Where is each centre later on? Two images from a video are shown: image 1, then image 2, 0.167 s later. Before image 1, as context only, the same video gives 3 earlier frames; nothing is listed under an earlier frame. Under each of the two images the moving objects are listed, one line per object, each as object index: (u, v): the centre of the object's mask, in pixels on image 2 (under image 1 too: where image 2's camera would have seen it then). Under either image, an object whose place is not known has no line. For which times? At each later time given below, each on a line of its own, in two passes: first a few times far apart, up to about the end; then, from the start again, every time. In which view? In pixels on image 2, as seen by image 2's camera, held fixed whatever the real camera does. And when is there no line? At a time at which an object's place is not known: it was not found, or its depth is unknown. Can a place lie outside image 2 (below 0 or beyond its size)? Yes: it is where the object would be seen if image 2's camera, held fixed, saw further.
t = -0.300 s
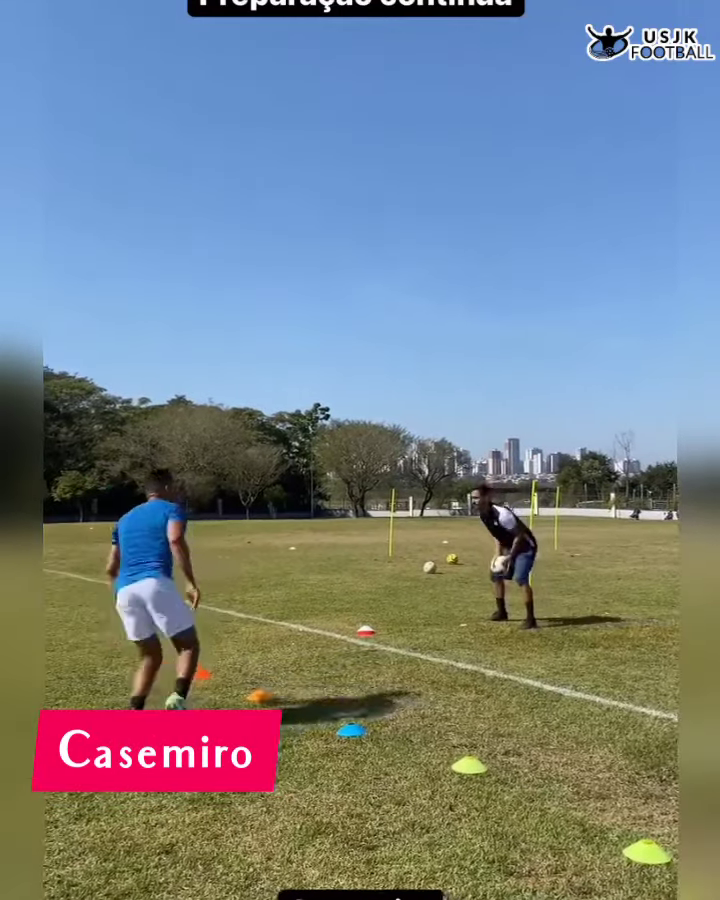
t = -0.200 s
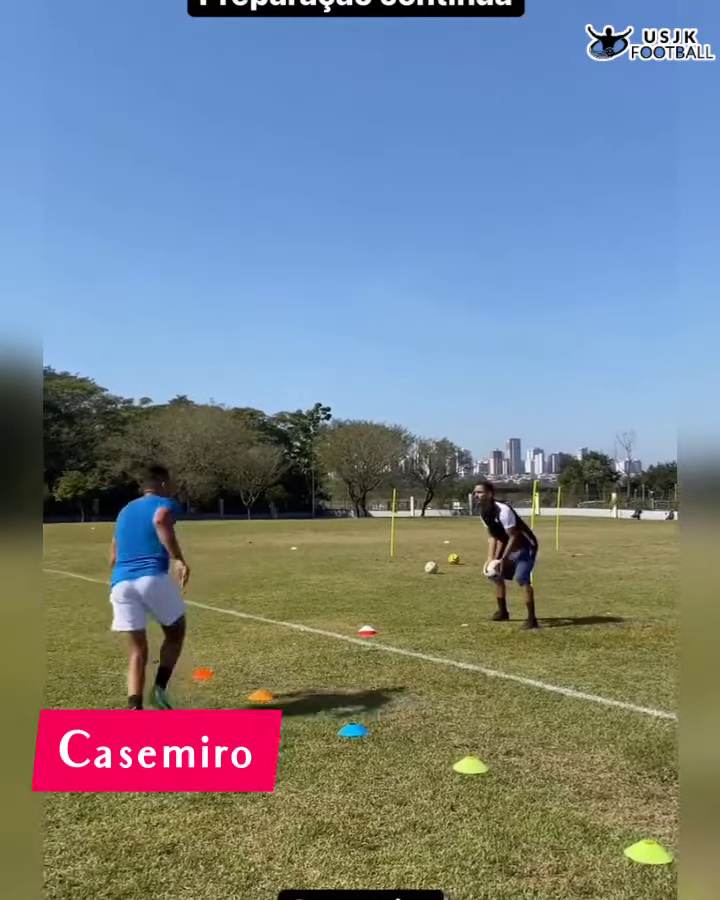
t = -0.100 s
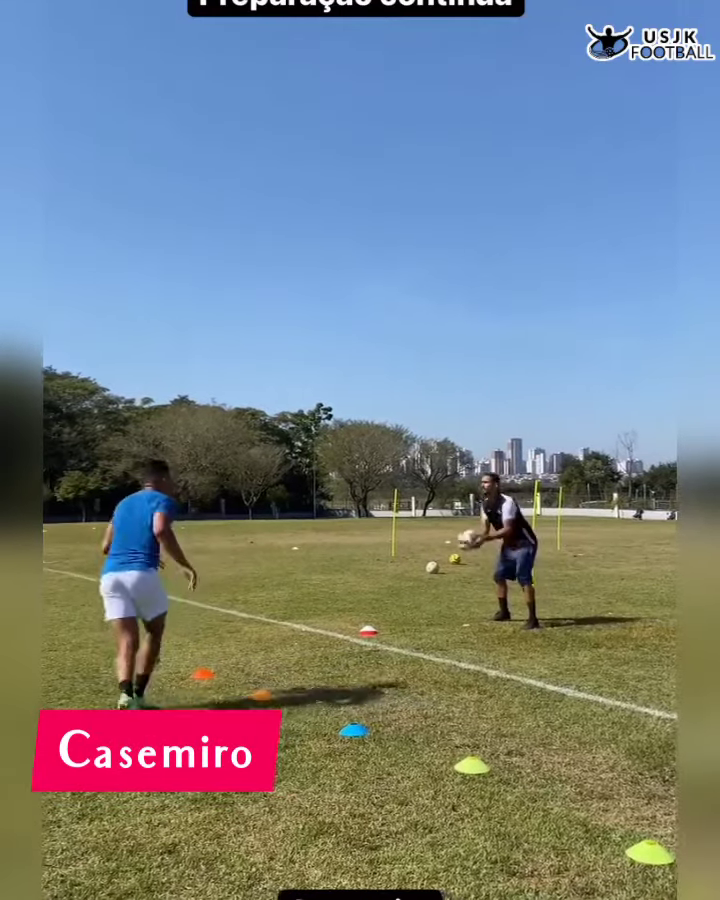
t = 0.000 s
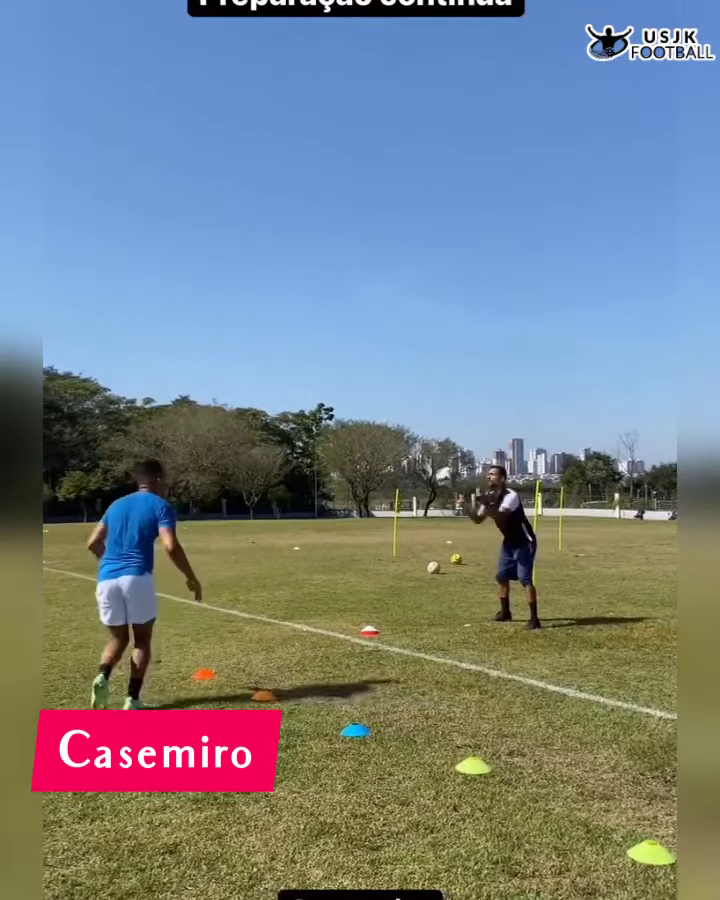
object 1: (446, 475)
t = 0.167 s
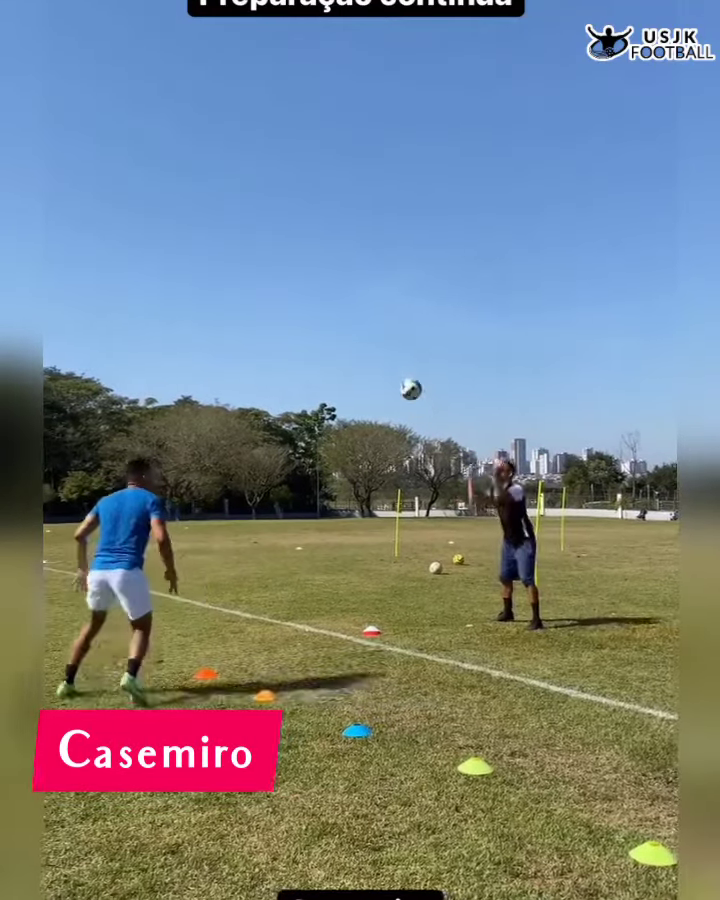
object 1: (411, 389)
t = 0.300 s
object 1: (381, 335)
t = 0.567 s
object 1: (318, 274)
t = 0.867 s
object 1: (240, 288)
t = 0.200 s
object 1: (404, 374)
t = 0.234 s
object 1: (396, 360)
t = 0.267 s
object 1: (388, 347)
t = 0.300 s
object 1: (381, 335)
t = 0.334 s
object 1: (373, 324)
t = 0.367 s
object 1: (365, 314)
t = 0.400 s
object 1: (358, 305)
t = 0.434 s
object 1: (350, 297)
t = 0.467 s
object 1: (342, 289)
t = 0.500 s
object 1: (334, 283)
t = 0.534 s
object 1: (326, 278)
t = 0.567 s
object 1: (318, 274)
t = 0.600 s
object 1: (309, 271)
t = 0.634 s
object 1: (301, 269)
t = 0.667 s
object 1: (293, 268)
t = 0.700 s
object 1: (284, 268)
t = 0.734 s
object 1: (275, 270)
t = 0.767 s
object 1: (266, 273)
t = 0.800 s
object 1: (258, 277)
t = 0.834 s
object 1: (249, 282)
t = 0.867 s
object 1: (240, 288)
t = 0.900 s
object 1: (231, 296)
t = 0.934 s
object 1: (222, 305)
